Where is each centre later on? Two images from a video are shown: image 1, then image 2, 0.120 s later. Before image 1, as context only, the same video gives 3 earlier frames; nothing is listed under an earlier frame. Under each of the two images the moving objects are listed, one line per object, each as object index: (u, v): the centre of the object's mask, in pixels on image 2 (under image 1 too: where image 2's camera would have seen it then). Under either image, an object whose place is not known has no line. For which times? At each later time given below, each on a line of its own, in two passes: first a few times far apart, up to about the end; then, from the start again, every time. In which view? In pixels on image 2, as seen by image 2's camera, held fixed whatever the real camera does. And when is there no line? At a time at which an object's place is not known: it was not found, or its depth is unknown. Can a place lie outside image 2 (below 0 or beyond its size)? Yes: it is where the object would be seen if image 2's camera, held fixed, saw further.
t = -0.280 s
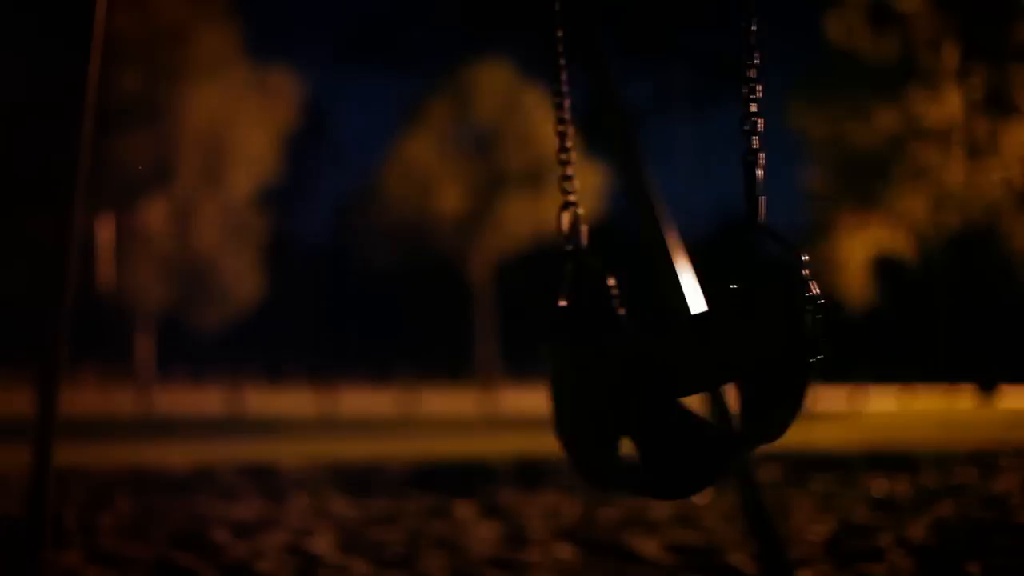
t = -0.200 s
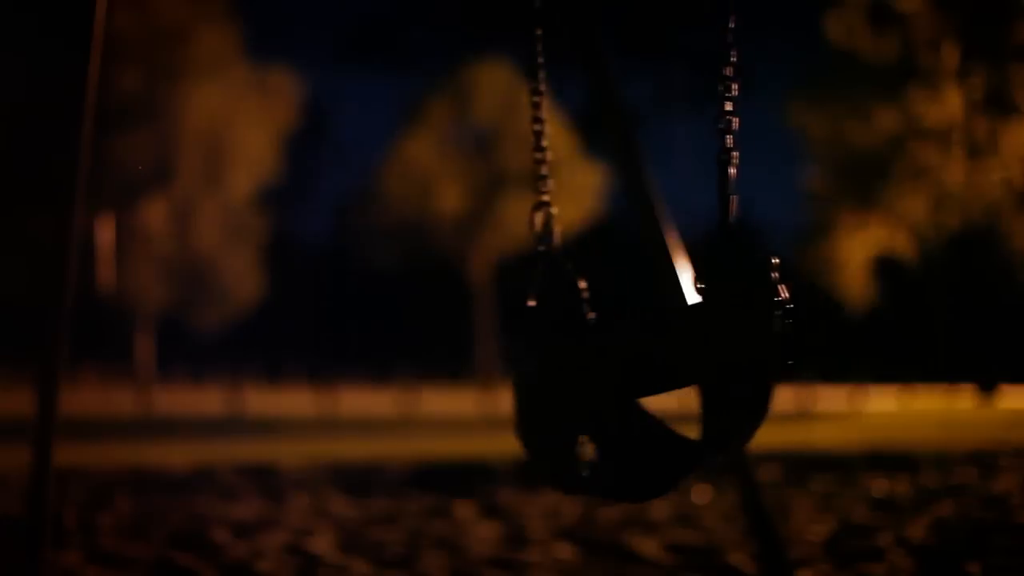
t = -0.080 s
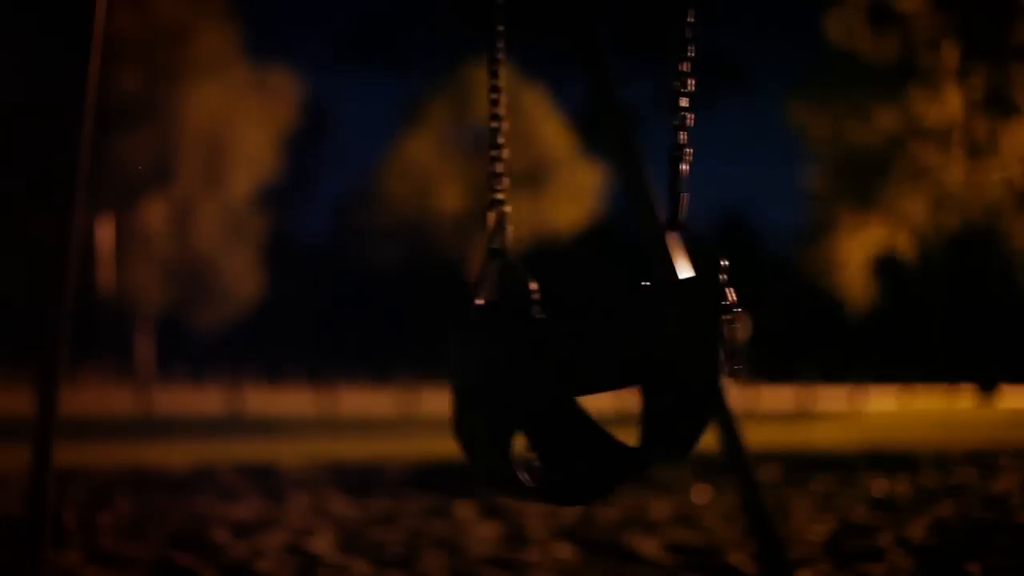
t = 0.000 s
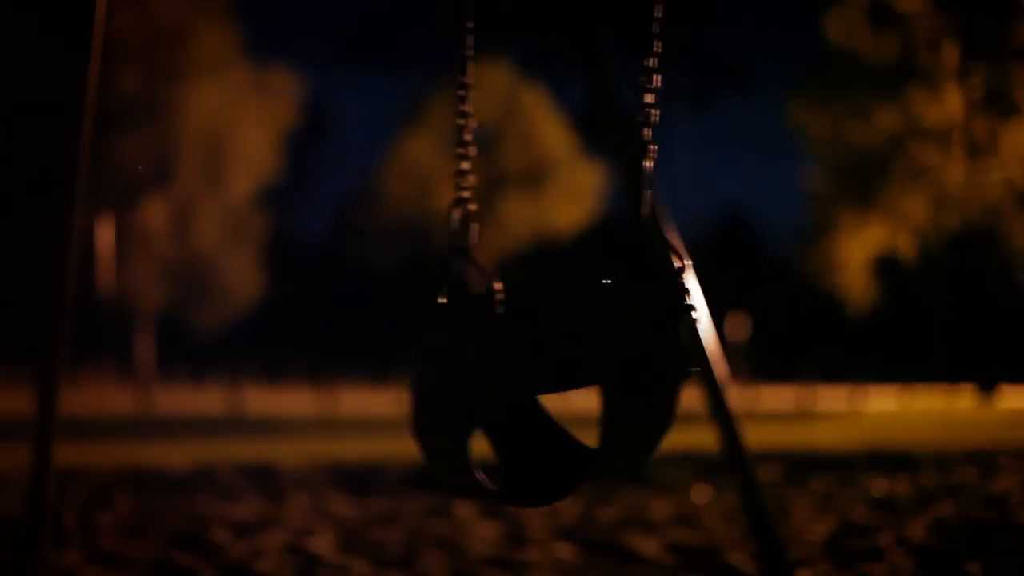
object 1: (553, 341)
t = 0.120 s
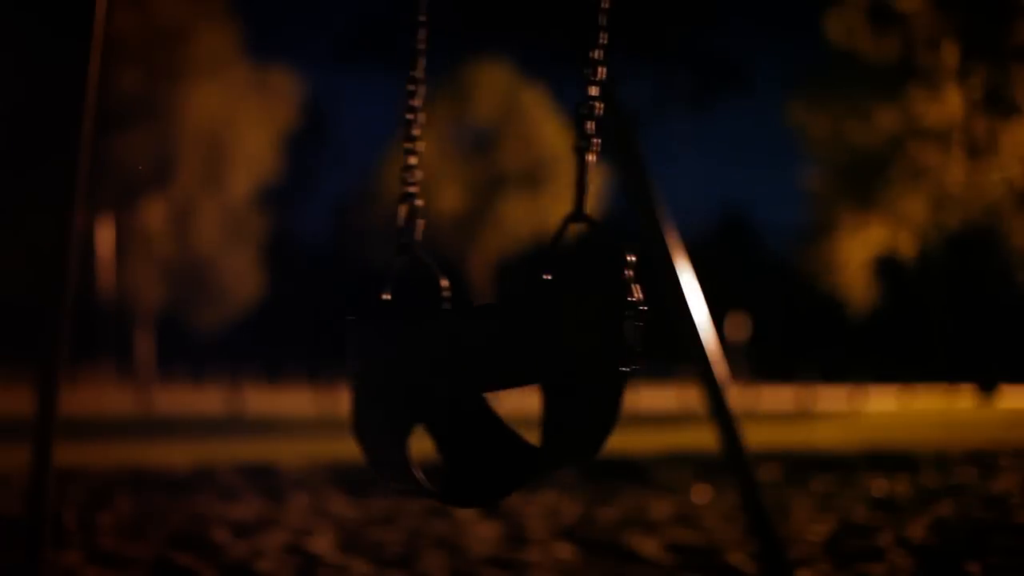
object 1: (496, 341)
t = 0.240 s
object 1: (442, 339)
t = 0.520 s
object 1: (352, 333)
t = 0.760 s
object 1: (336, 331)
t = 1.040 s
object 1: (412, 338)
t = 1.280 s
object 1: (518, 342)
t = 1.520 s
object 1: (622, 339)
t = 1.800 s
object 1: (714, 335)
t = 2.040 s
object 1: (751, 329)
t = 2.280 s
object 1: (743, 334)
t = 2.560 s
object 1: (669, 344)
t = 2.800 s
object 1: (565, 343)
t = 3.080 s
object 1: (451, 342)
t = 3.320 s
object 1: (378, 337)
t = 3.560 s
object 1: (360, 334)
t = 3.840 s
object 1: (427, 339)
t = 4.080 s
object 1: (524, 346)
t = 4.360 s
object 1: (637, 334)
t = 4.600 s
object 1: (713, 338)
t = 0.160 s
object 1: (477, 343)
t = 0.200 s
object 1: (459, 342)
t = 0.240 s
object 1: (442, 339)
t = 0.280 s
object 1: (427, 338)
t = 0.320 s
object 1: (412, 337)
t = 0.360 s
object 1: (398, 336)
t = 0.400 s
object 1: (384, 335)
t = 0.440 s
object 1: (372, 335)
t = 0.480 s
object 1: (361, 333)
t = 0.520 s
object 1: (352, 333)
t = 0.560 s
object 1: (344, 332)
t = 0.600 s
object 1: (339, 332)
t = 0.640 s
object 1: (335, 331)
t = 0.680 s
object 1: (333, 331)
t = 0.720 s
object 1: (334, 330)
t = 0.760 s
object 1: (336, 331)
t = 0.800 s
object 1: (340, 331)
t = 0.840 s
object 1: (347, 331)
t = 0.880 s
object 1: (356, 331)
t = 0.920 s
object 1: (367, 333)
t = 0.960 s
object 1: (380, 335)
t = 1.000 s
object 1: (394, 335)
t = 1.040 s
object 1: (412, 338)
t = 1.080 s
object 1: (428, 338)
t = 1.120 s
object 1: (446, 343)
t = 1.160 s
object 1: (464, 343)
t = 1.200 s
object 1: (481, 343)
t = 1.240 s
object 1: (499, 344)
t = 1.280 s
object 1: (518, 342)
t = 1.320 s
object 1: (538, 338)
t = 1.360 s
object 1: (555, 338)
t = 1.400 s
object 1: (573, 340)
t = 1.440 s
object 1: (589, 337)
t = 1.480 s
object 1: (606, 339)
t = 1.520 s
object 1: (622, 339)
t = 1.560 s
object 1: (635, 337)
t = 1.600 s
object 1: (653, 338)
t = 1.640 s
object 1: (668, 340)
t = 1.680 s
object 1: (681, 340)
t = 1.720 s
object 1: (692, 338)
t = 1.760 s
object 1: (705, 335)
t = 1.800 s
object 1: (714, 335)
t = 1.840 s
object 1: (722, 336)
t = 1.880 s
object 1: (732, 334)
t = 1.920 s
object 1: (736, 336)
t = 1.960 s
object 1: (744, 332)
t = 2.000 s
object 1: (746, 334)
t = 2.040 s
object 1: (751, 329)
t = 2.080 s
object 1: (753, 329)
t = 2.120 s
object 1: (754, 330)
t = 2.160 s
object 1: (754, 331)
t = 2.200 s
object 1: (751, 332)
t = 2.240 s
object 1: (748, 333)
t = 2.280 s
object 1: (743, 334)
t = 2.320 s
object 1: (734, 338)
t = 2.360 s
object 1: (725, 340)
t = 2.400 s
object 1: (717, 340)
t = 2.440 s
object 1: (706, 342)
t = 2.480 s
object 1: (694, 344)
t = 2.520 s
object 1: (681, 344)
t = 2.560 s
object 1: (669, 344)
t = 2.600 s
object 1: (653, 346)
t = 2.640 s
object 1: (634, 346)
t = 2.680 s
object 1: (618, 345)
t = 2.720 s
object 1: (600, 347)
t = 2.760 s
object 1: (573, 364)
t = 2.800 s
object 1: (565, 343)
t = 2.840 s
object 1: (550, 342)
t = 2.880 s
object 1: (536, 339)
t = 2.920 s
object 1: (515, 343)
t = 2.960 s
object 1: (498, 342)
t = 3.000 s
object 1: (482, 342)
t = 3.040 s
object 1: (466, 342)
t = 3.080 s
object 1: (451, 342)
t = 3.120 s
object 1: (437, 339)
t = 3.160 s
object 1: (423, 337)
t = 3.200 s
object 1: (411, 337)
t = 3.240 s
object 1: (398, 336)
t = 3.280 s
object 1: (387, 336)
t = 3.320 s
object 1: (378, 337)
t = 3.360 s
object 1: (371, 336)
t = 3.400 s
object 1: (365, 335)
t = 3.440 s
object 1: (360, 334)
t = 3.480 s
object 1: (358, 334)
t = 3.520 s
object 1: (358, 334)
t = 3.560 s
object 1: (360, 334)
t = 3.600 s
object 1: (365, 334)
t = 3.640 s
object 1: (370, 335)
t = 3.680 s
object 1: (378, 335)
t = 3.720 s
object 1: (387, 336)
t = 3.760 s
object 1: (399, 338)
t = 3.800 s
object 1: (414, 338)
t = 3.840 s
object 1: (427, 339)
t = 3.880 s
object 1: (441, 341)
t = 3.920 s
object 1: (457, 344)
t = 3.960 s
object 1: (475, 343)
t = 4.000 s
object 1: (492, 344)
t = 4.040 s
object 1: (508, 343)
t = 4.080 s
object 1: (524, 346)
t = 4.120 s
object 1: (545, 340)
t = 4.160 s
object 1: (560, 340)
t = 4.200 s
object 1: (575, 343)
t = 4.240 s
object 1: (592, 340)
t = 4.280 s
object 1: (610, 340)
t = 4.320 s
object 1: (623, 338)
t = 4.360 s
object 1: (637, 334)
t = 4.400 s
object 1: (653, 342)
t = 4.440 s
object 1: (668, 341)
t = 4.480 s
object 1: (681, 341)
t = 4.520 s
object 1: (693, 339)
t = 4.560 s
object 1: (703, 337)
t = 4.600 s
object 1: (713, 338)
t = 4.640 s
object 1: (722, 335)
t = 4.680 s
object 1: (728, 337)
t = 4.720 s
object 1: (734, 337)
